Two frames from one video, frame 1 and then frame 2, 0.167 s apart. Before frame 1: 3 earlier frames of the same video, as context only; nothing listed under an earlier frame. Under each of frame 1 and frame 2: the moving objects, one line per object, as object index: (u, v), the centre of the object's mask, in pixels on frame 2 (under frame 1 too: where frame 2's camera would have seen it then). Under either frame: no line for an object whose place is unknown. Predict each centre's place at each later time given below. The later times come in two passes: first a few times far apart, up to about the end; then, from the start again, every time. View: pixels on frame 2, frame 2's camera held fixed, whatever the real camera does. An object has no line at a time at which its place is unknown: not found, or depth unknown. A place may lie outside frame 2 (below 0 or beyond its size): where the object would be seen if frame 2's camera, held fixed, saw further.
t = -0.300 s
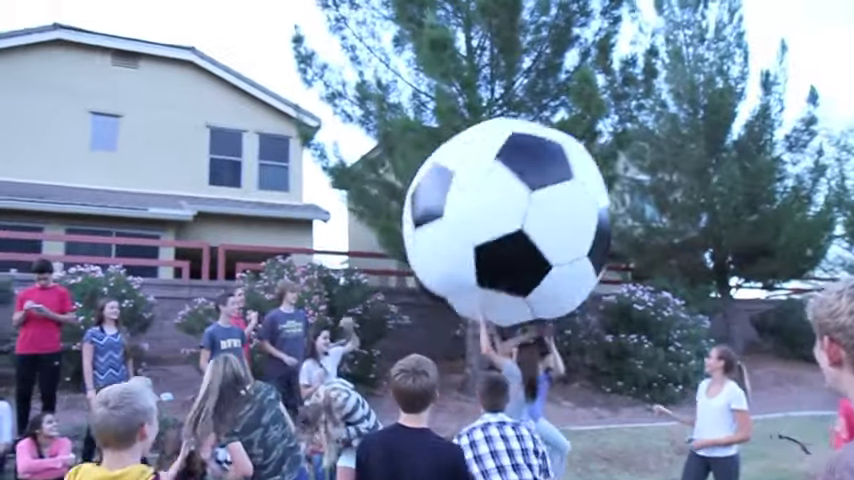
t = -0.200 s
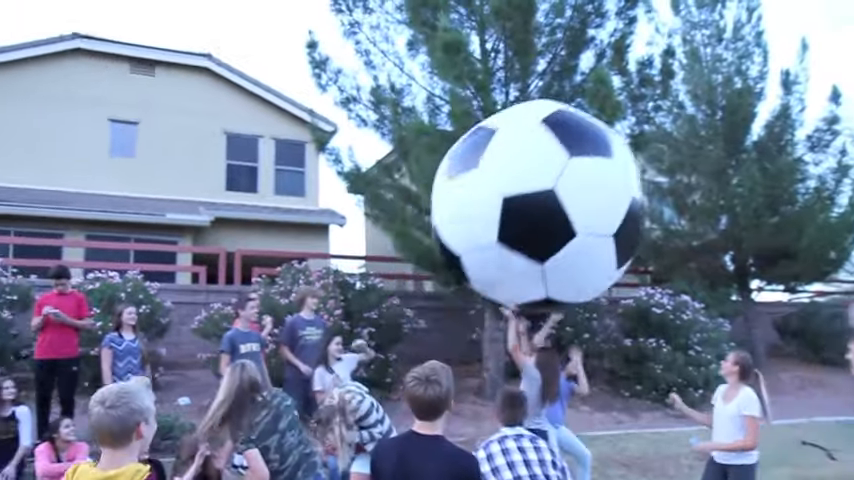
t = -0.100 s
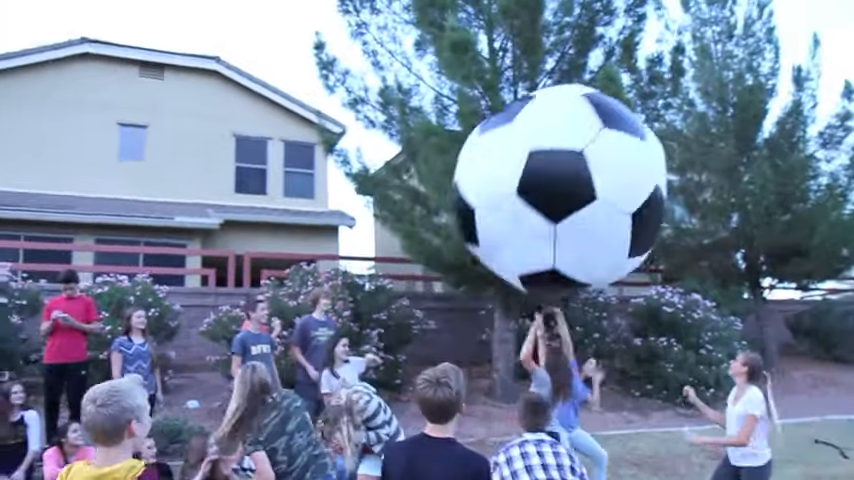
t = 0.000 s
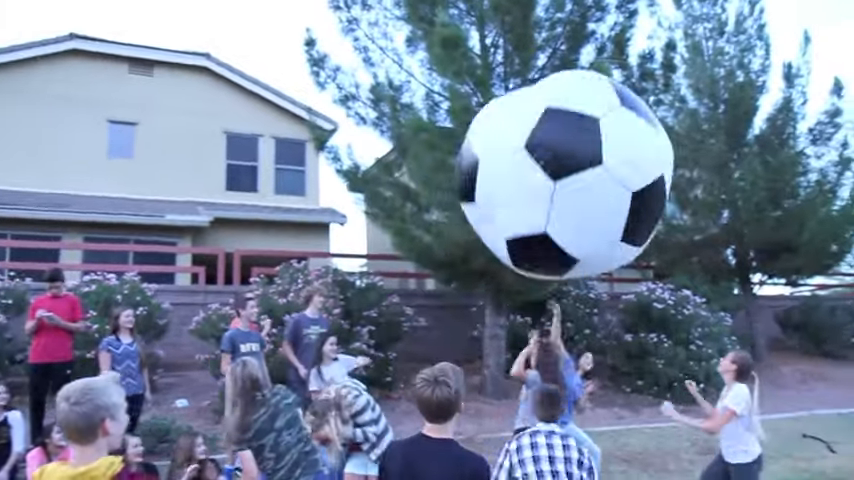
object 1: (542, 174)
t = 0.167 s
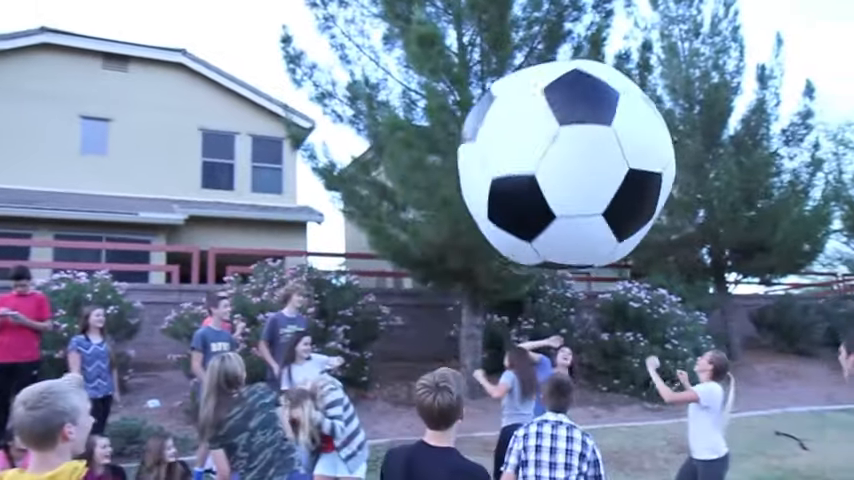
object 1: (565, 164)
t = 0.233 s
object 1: (575, 164)
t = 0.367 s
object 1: (595, 172)
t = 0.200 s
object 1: (570, 164)
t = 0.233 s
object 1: (575, 164)
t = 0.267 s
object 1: (580, 165)
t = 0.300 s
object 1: (585, 167)
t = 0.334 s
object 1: (590, 169)
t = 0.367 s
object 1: (595, 172)
